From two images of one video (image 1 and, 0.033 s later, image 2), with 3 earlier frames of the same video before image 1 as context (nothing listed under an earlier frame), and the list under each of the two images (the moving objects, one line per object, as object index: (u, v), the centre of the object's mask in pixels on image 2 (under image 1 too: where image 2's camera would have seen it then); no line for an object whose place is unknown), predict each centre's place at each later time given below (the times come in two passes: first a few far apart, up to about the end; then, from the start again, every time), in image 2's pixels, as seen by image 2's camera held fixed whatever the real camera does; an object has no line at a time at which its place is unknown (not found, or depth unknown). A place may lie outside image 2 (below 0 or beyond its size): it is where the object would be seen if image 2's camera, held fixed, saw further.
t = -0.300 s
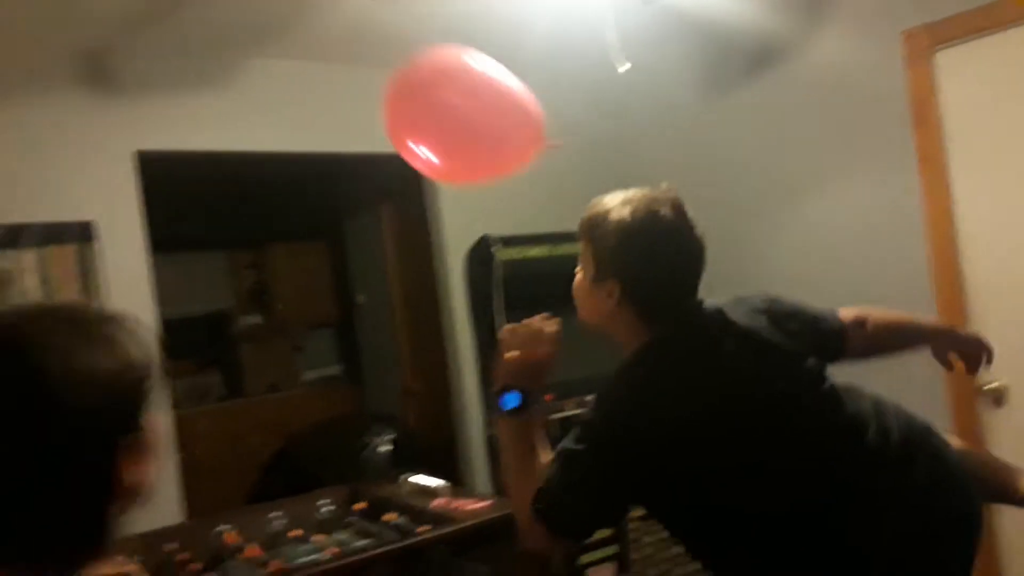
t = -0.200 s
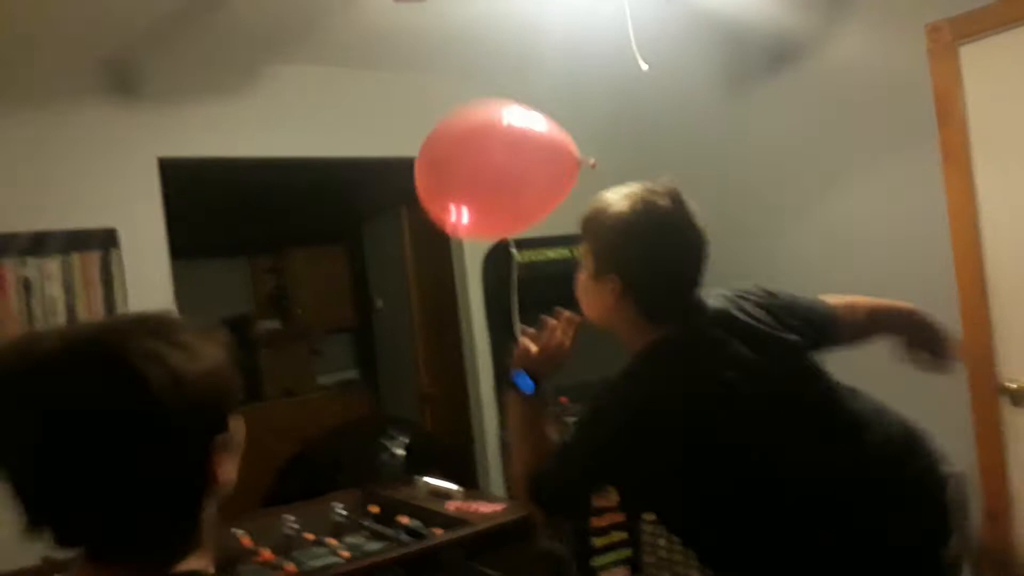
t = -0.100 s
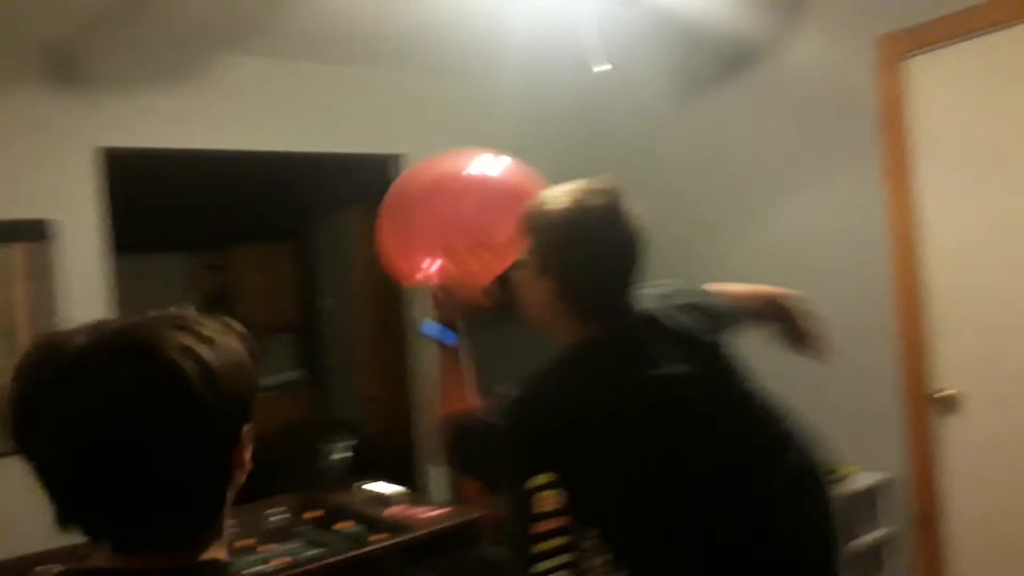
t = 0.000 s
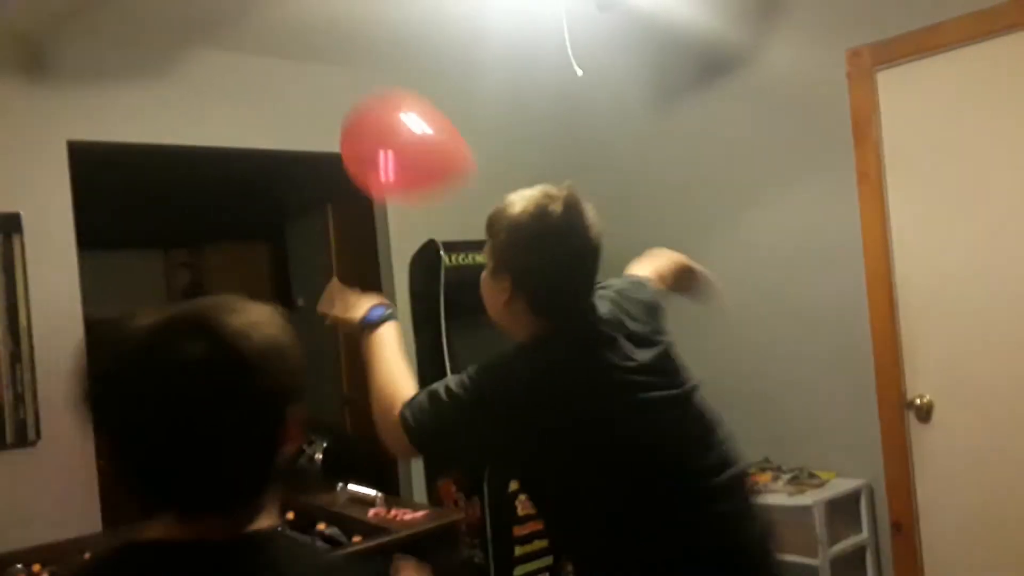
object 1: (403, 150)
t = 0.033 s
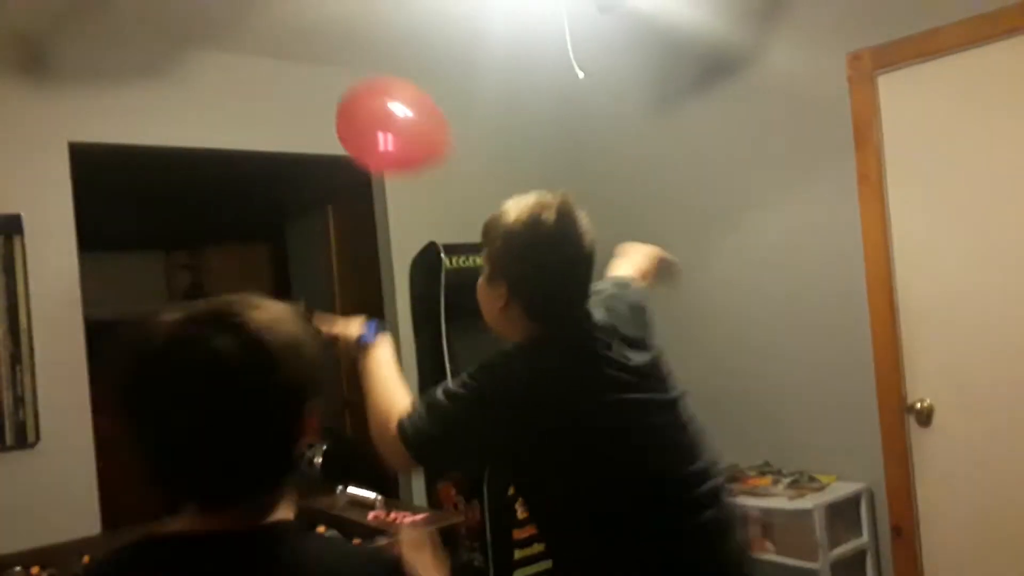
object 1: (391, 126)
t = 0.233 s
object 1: (339, 101)
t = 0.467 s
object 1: (328, 106)
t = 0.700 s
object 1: (328, 119)
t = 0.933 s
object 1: (328, 134)
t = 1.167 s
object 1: (326, 152)
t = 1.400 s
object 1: (324, 184)
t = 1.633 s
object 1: (331, 233)
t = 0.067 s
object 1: (381, 112)
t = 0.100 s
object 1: (367, 104)
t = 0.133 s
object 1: (356, 99)
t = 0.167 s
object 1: (348, 98)
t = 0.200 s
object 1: (343, 100)
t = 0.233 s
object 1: (339, 101)
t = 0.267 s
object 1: (338, 102)
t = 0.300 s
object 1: (337, 102)
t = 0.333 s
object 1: (336, 103)
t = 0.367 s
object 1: (334, 103)
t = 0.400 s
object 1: (332, 104)
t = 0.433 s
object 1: (330, 104)
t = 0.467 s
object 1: (328, 106)
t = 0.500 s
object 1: (327, 108)
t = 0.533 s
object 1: (325, 110)
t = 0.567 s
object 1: (324, 112)
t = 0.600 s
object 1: (325, 114)
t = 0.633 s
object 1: (326, 116)
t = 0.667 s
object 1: (327, 118)
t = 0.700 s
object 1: (328, 119)
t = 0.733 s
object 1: (328, 121)
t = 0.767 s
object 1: (327, 123)
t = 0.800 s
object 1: (327, 125)
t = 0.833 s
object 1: (326, 127)
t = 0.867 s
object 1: (327, 128)
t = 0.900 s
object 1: (327, 131)
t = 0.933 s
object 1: (328, 134)
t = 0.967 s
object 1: (329, 138)
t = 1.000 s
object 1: (328, 140)
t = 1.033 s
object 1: (325, 140)
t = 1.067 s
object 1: (324, 143)
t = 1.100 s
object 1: (323, 146)
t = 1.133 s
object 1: (325, 148)
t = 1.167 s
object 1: (326, 152)
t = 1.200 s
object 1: (328, 155)
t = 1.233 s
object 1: (327, 158)
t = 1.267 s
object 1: (326, 164)
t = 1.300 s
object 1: (325, 168)
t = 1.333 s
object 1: (324, 173)
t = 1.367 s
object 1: (324, 178)
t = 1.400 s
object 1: (324, 184)
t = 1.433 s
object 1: (324, 191)
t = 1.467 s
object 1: (325, 198)
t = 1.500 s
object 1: (326, 203)
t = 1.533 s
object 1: (327, 210)
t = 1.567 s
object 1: (329, 218)
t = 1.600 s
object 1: (330, 226)
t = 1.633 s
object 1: (331, 233)
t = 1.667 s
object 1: (333, 240)
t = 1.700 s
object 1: (334, 246)
